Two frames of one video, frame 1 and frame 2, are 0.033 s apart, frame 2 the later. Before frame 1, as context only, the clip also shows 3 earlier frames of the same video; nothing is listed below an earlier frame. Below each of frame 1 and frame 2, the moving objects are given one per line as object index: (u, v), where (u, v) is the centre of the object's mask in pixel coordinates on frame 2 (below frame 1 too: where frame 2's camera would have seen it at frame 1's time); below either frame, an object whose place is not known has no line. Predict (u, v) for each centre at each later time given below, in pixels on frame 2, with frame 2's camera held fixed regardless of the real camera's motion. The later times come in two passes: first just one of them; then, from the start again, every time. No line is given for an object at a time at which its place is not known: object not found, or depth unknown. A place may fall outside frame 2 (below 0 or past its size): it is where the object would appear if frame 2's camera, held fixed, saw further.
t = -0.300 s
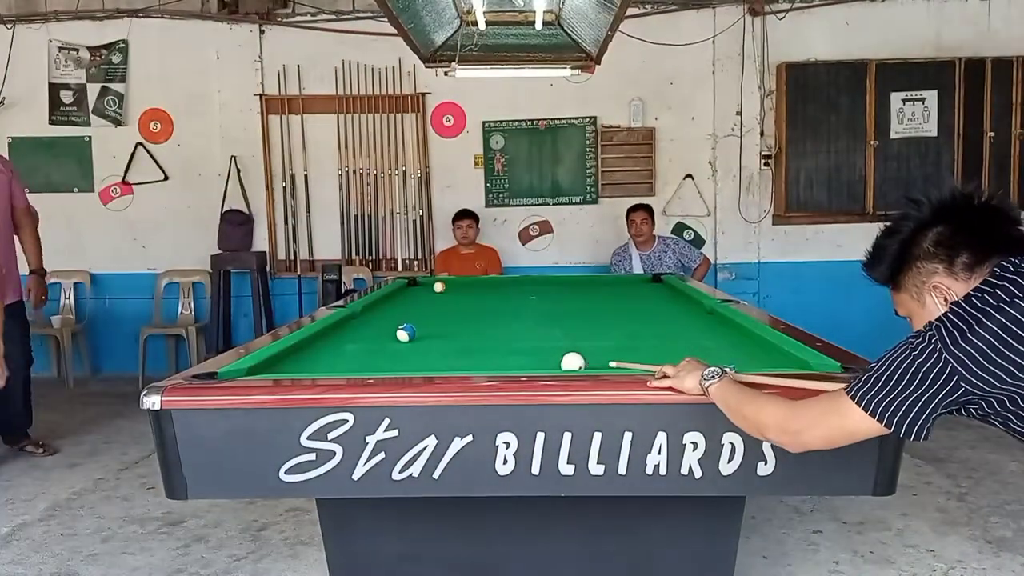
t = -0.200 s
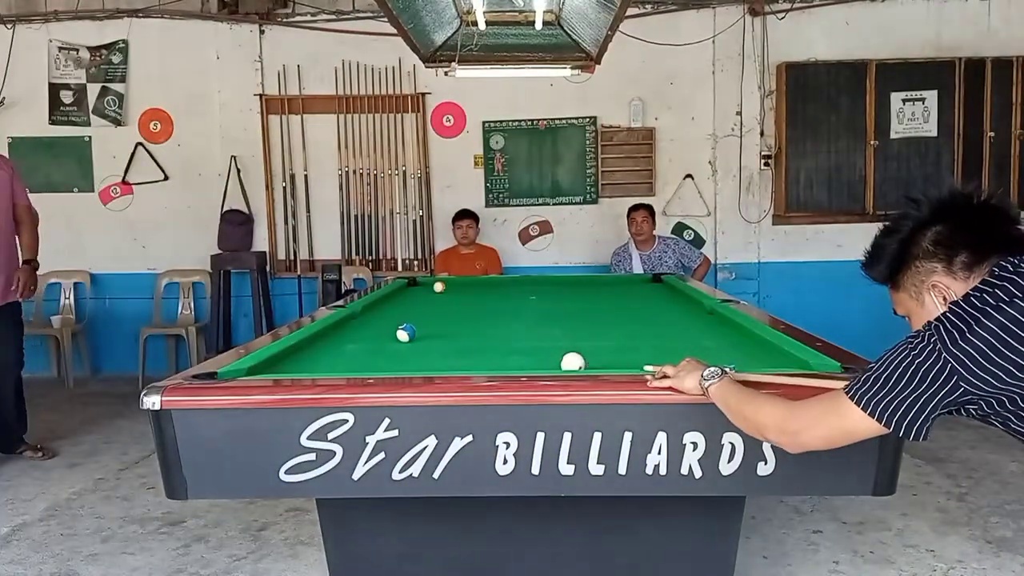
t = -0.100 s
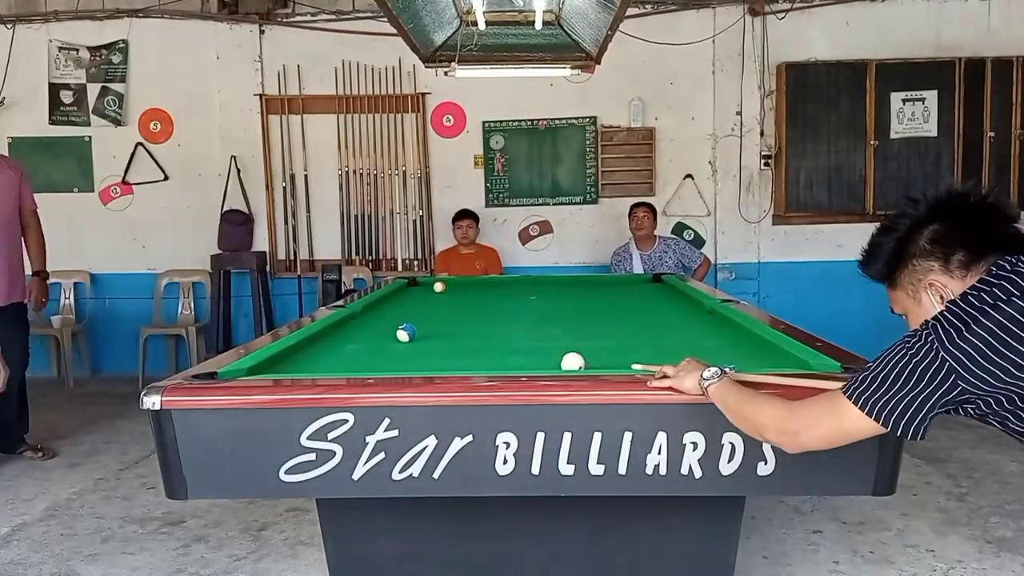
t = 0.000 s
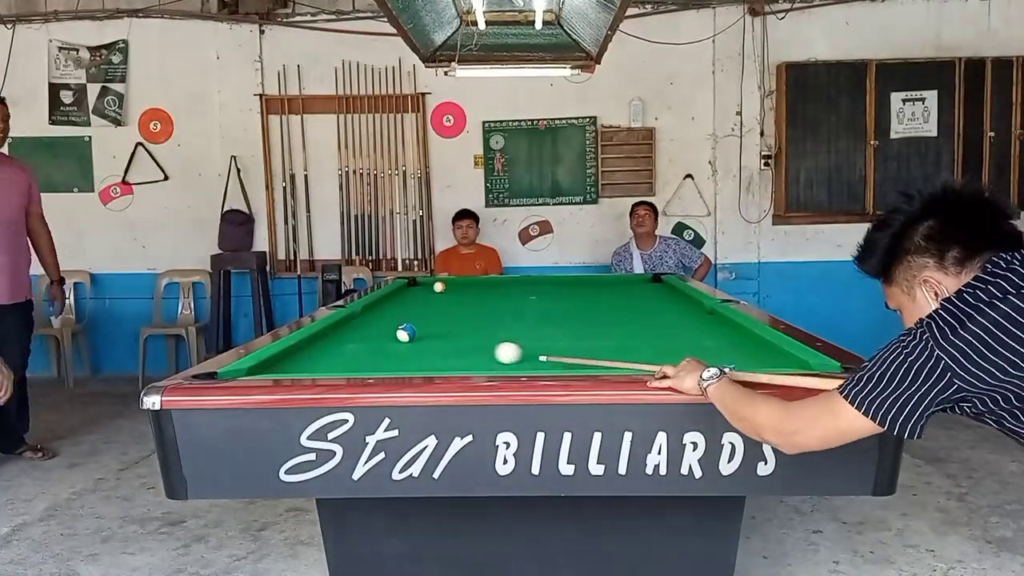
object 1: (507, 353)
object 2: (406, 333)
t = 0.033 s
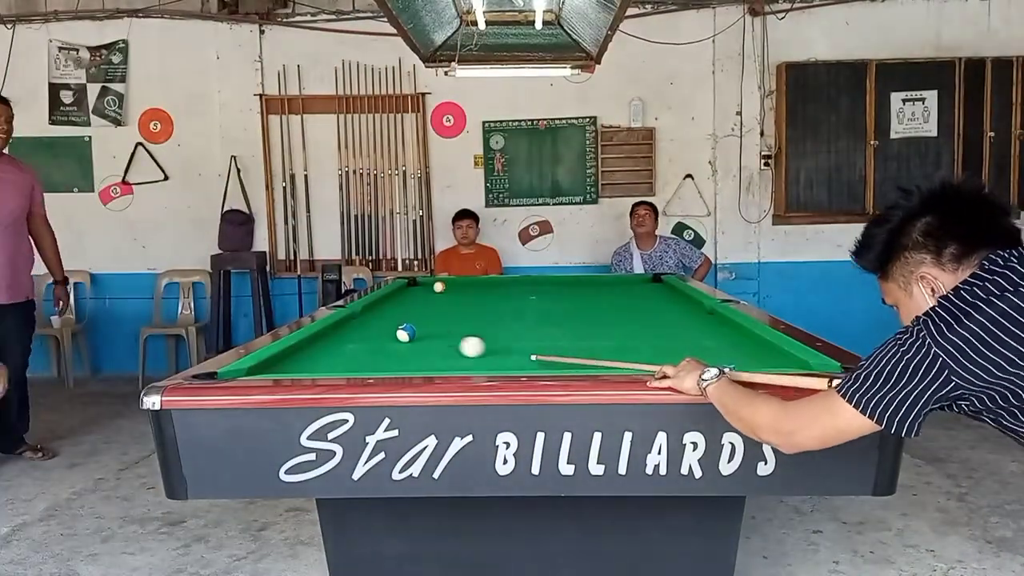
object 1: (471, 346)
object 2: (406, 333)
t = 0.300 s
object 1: (365, 335)
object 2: (404, 315)
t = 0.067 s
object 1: (439, 341)
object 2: (406, 333)
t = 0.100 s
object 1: (409, 336)
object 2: (401, 329)
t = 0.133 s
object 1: (382, 336)
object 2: (406, 329)
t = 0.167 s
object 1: (354, 336)
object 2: (405, 325)
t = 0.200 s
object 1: (327, 336)
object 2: (405, 322)
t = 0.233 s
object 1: (334, 335)
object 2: (405, 320)
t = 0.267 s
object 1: (351, 335)
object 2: (405, 317)
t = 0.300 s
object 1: (365, 335)
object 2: (404, 315)
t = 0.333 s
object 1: (379, 334)
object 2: (404, 312)
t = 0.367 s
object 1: (393, 334)
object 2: (404, 310)
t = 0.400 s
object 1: (406, 334)
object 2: (404, 308)
